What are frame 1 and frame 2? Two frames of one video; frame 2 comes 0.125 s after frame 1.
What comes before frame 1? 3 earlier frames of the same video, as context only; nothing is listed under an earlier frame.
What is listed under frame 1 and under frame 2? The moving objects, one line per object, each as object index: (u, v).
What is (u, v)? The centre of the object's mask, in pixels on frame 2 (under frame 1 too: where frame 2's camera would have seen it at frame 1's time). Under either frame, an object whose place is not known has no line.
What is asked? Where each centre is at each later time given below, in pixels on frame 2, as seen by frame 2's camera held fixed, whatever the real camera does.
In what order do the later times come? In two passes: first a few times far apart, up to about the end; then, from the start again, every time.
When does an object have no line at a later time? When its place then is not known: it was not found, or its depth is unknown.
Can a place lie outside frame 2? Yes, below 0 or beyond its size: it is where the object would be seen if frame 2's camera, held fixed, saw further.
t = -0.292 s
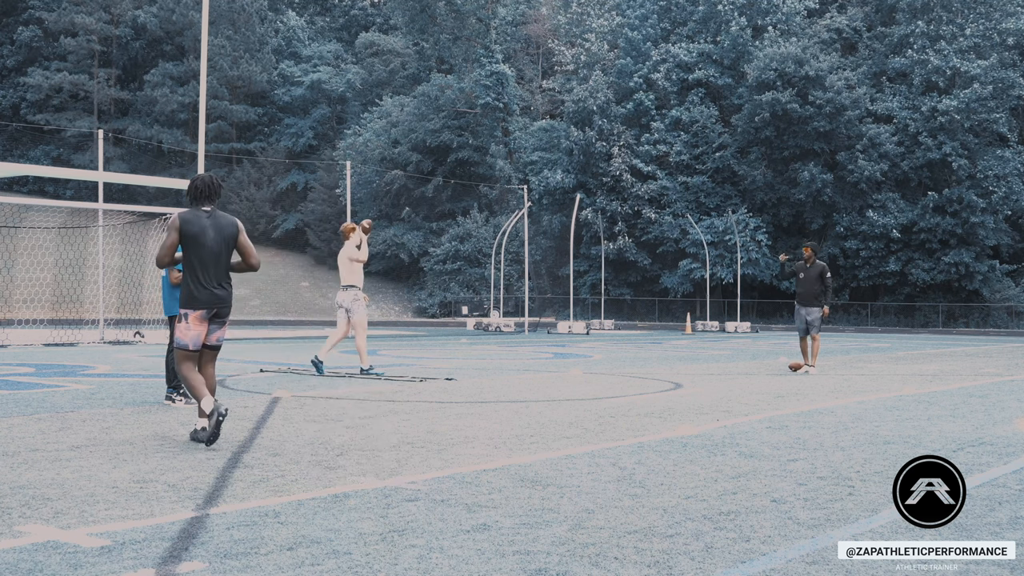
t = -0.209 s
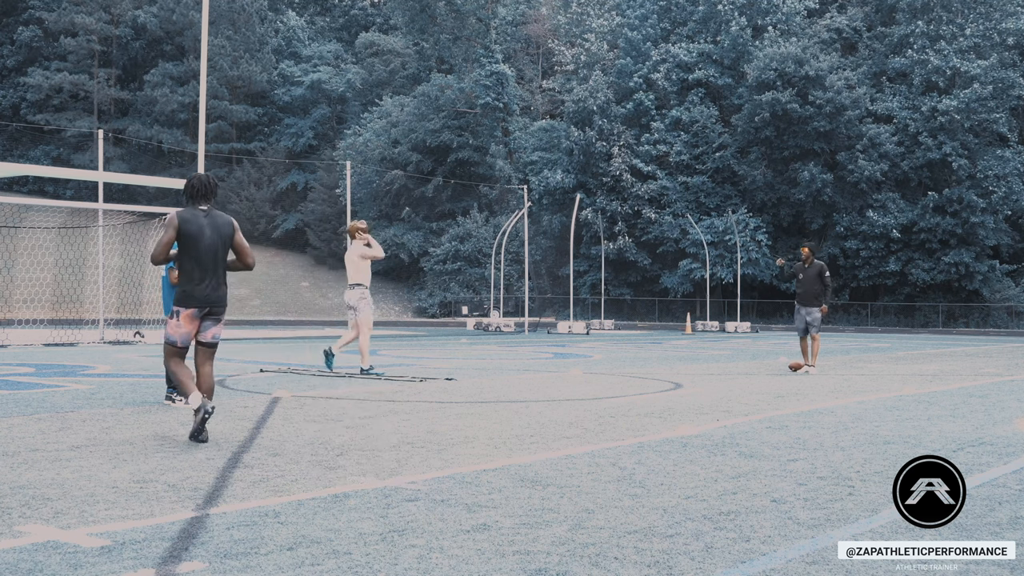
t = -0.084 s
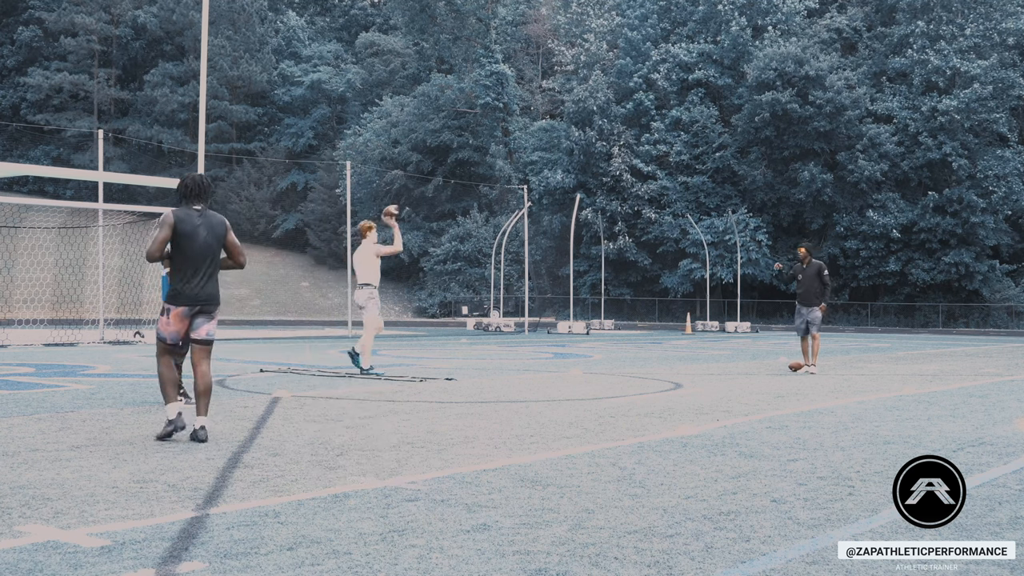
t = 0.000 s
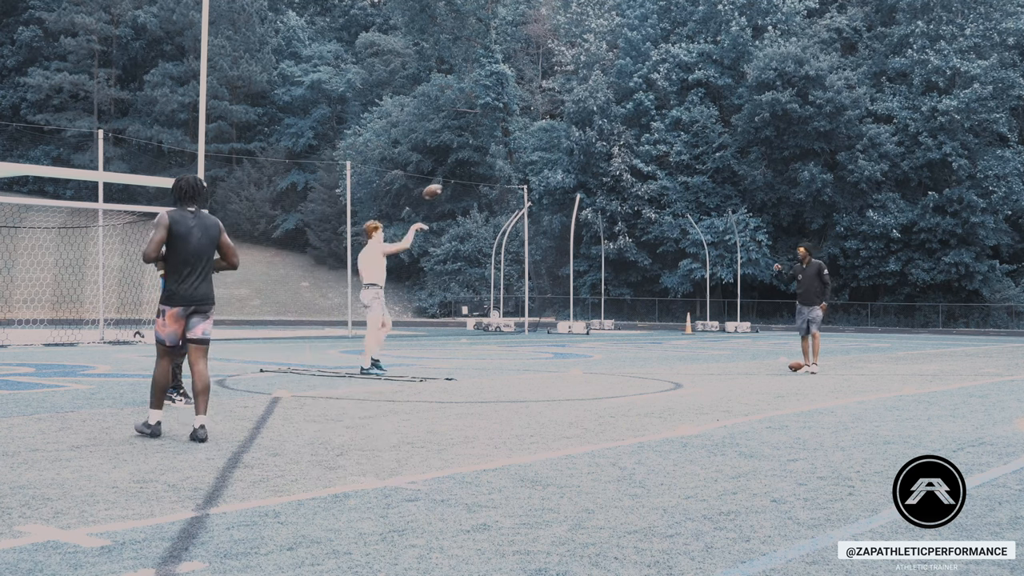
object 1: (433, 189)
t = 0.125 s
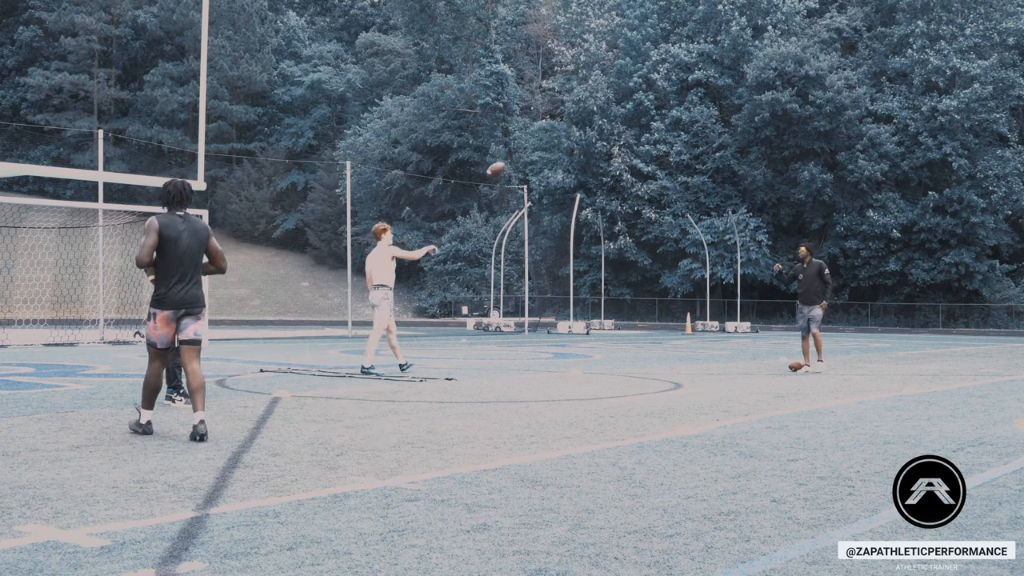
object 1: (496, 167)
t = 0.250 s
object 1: (556, 156)
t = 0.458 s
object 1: (649, 166)
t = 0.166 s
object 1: (516, 163)
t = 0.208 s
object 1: (535, 159)
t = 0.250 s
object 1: (556, 156)
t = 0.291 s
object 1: (576, 155)
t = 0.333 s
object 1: (595, 156)
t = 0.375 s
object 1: (614, 158)
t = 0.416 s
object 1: (632, 161)
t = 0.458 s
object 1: (649, 166)
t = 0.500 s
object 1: (667, 171)
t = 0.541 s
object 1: (685, 176)
